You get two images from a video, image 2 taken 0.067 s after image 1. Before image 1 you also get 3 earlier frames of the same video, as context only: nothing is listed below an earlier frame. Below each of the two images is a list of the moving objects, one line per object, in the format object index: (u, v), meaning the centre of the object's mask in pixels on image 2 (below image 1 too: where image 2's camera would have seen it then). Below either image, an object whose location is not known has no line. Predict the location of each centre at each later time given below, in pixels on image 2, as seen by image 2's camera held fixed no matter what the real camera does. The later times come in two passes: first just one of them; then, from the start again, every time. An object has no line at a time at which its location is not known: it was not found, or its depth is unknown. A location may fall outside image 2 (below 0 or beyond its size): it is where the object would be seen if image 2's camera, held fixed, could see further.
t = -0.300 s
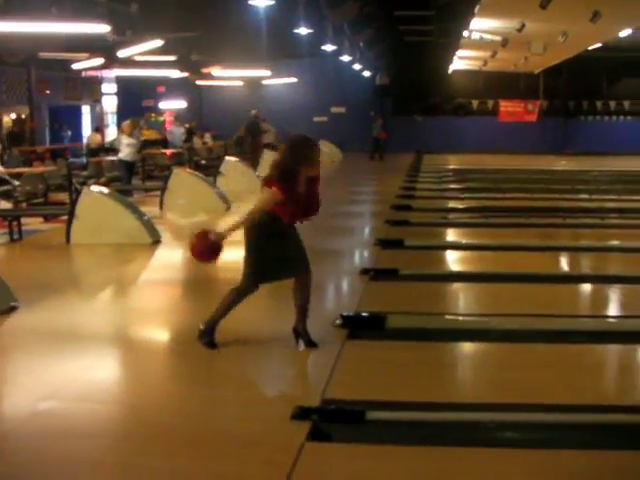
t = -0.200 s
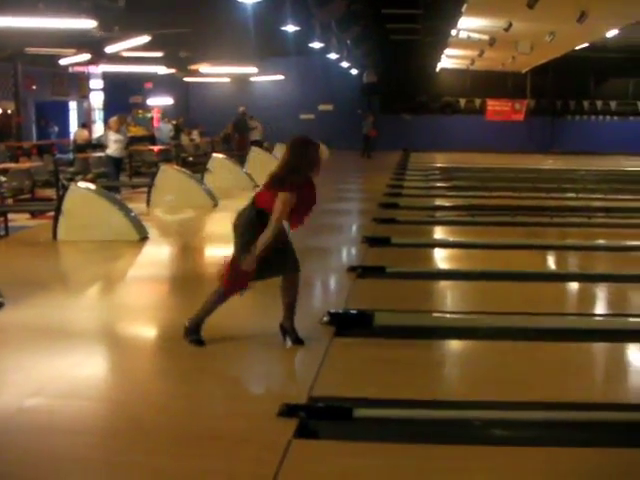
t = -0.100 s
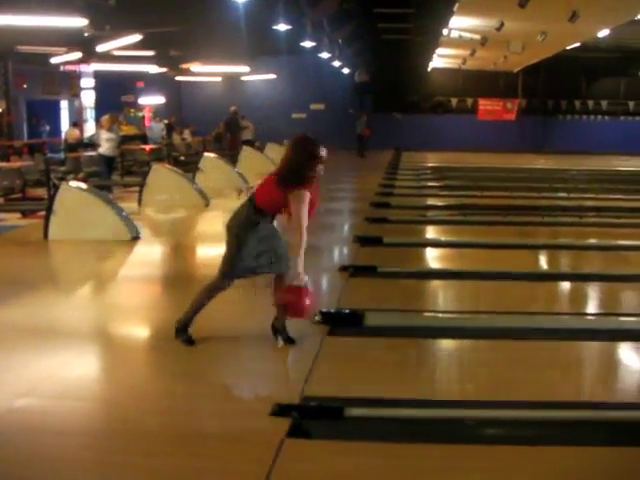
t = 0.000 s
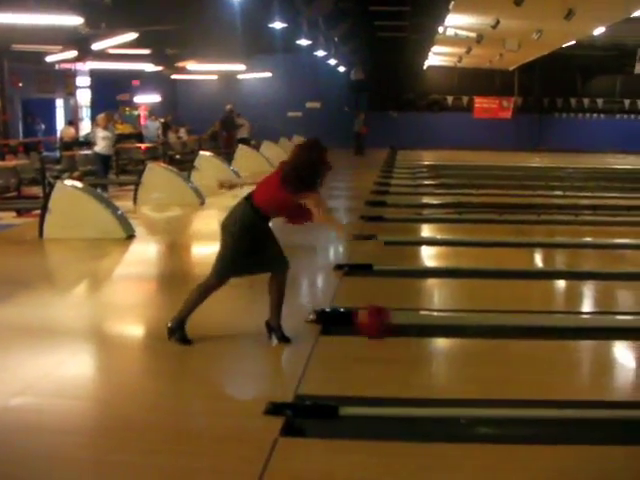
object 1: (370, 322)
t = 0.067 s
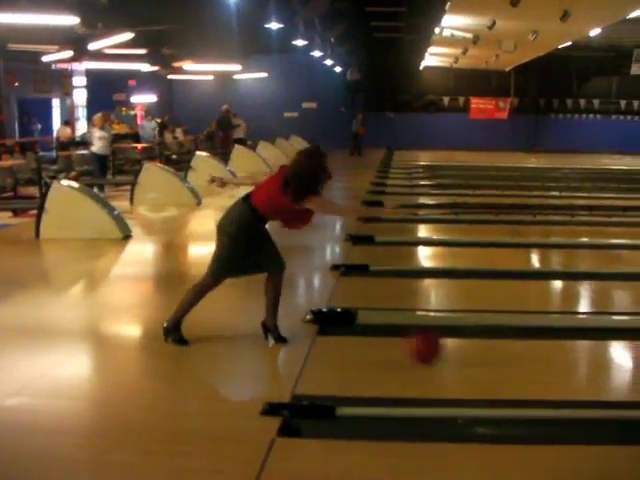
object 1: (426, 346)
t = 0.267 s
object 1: (593, 356)
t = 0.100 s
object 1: (456, 350)
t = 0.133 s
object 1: (483, 346)
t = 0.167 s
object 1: (509, 346)
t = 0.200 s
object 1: (535, 350)
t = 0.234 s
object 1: (563, 354)
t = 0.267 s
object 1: (593, 356)
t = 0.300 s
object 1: (618, 356)
